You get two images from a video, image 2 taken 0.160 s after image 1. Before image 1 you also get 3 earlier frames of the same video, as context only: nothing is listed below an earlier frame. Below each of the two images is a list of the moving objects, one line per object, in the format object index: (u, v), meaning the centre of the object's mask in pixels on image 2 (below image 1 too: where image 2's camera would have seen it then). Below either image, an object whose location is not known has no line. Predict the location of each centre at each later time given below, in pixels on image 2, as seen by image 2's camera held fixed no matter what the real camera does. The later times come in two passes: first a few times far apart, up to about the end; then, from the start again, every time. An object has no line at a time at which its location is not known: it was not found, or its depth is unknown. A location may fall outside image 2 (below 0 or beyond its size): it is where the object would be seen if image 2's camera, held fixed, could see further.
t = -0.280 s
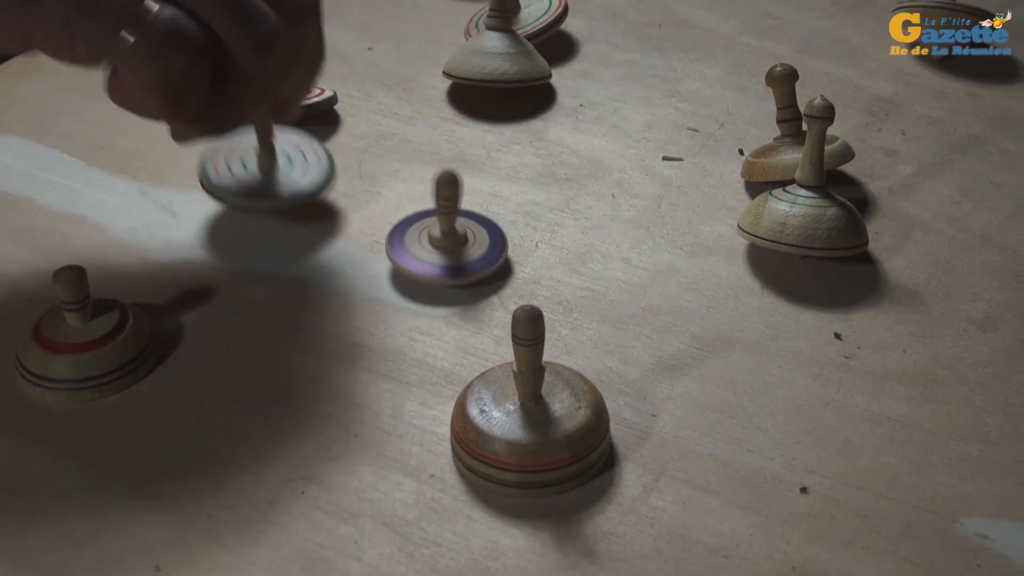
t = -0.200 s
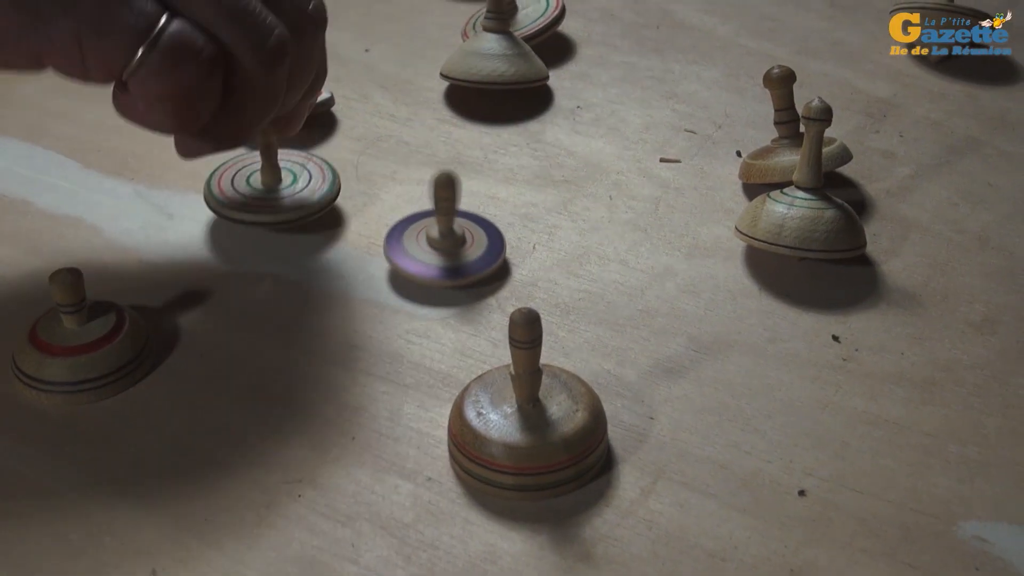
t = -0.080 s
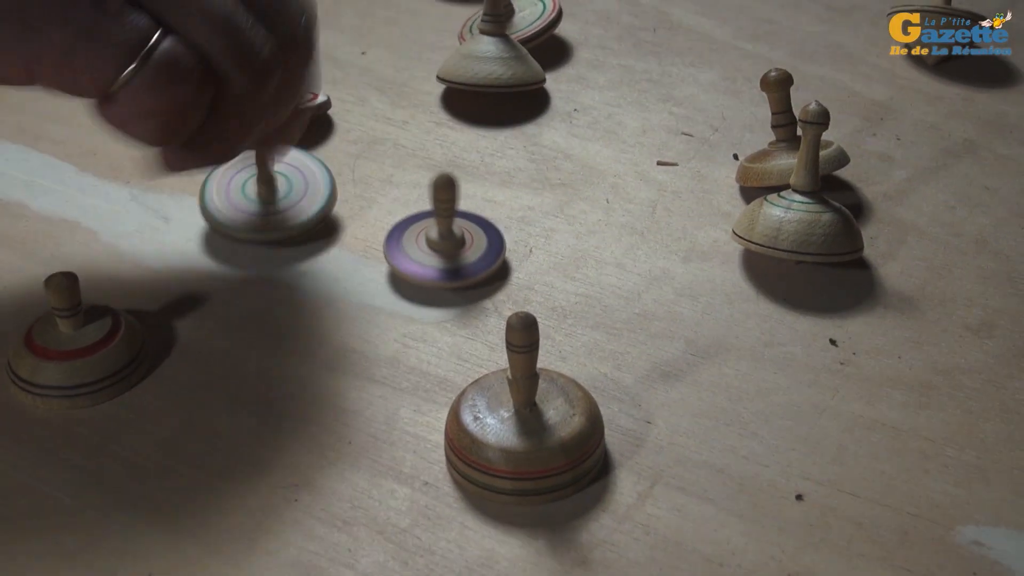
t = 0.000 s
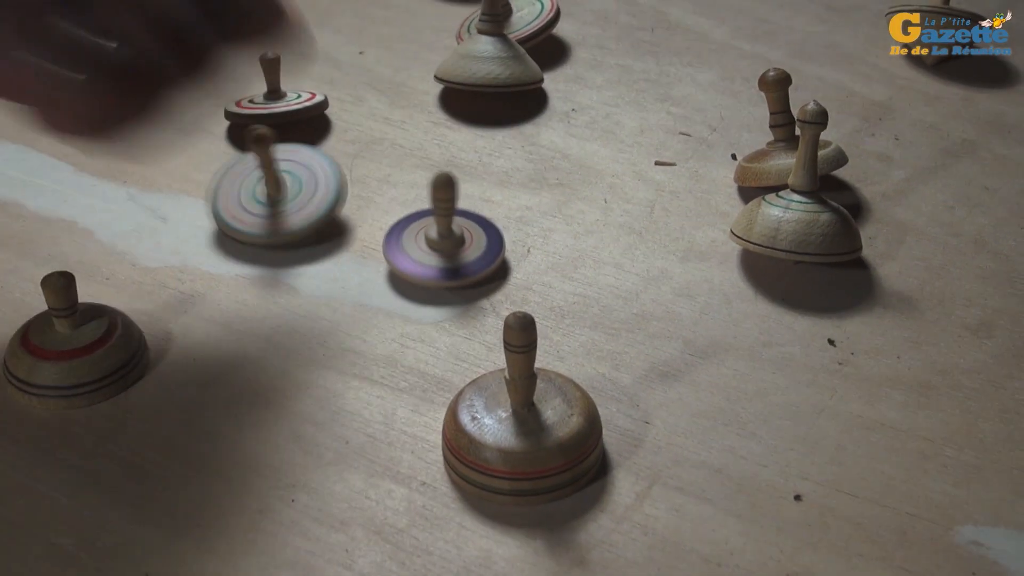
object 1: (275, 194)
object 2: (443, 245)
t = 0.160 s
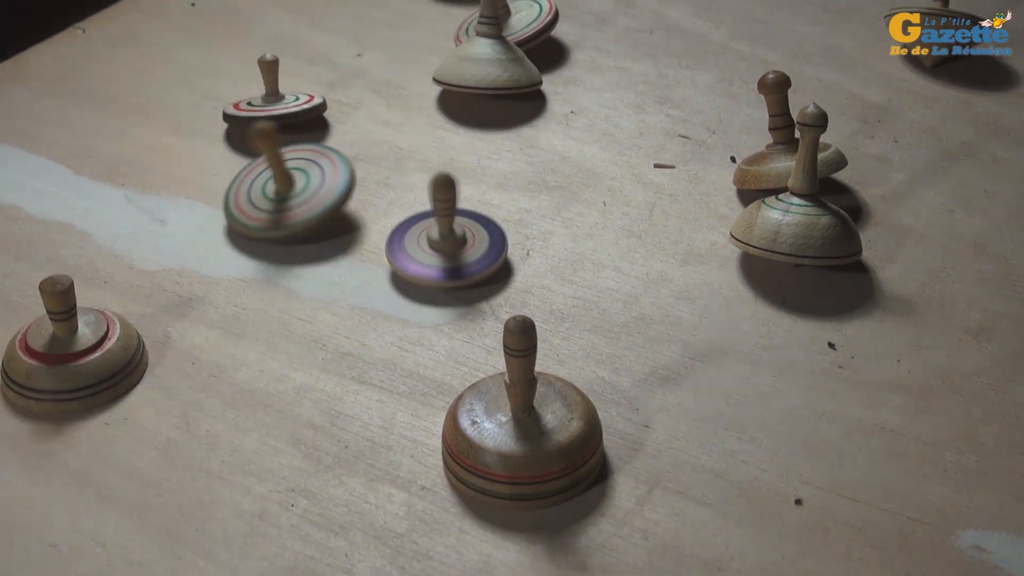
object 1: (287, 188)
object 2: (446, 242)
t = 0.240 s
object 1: (300, 184)
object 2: (449, 241)
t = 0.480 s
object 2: (453, 239)
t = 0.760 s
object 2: (461, 238)
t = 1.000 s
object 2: (461, 237)
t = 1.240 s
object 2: (460, 237)
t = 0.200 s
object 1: (293, 184)
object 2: (447, 242)
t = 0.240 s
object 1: (300, 184)
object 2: (449, 241)
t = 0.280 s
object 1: (303, 183)
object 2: (450, 241)
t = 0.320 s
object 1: (307, 182)
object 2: (451, 241)
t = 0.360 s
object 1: (310, 182)
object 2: (451, 240)
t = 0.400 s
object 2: (452, 240)
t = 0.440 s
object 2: (452, 240)
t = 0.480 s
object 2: (453, 239)
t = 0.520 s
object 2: (455, 239)
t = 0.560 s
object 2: (456, 239)
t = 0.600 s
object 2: (458, 238)
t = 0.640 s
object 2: (460, 238)
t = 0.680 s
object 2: (461, 238)
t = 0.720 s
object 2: (461, 238)
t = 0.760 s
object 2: (461, 238)
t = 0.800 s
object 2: (461, 238)
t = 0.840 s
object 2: (461, 238)
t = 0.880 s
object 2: (461, 238)
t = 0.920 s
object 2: (461, 238)
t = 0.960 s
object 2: (461, 238)
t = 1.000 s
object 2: (461, 237)
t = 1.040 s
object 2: (461, 237)
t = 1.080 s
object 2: (461, 237)
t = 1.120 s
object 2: (461, 237)
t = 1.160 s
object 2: (461, 237)
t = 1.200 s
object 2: (460, 236)
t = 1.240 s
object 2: (460, 237)
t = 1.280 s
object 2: (460, 237)
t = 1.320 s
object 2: (459, 236)
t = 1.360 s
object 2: (459, 236)
